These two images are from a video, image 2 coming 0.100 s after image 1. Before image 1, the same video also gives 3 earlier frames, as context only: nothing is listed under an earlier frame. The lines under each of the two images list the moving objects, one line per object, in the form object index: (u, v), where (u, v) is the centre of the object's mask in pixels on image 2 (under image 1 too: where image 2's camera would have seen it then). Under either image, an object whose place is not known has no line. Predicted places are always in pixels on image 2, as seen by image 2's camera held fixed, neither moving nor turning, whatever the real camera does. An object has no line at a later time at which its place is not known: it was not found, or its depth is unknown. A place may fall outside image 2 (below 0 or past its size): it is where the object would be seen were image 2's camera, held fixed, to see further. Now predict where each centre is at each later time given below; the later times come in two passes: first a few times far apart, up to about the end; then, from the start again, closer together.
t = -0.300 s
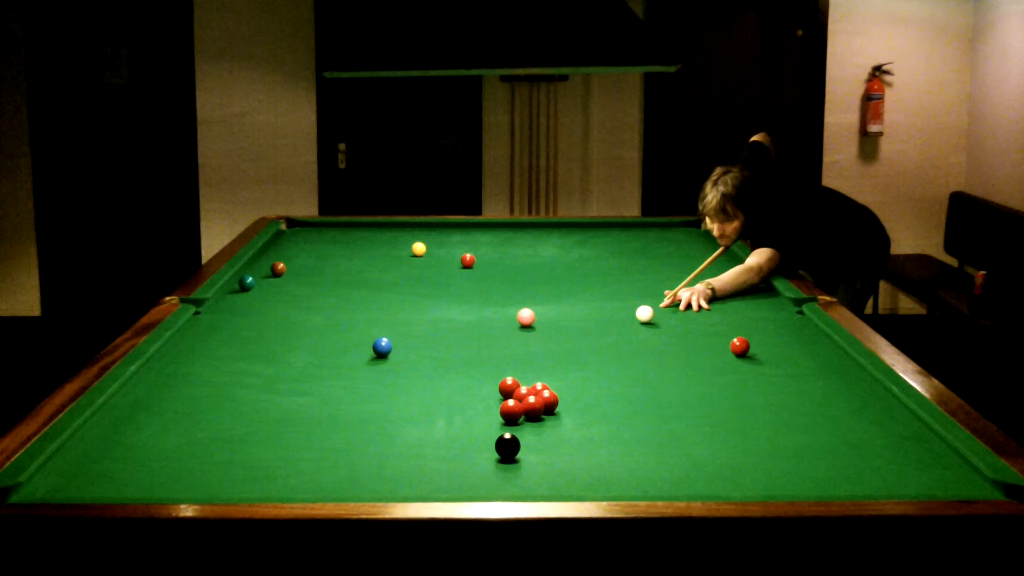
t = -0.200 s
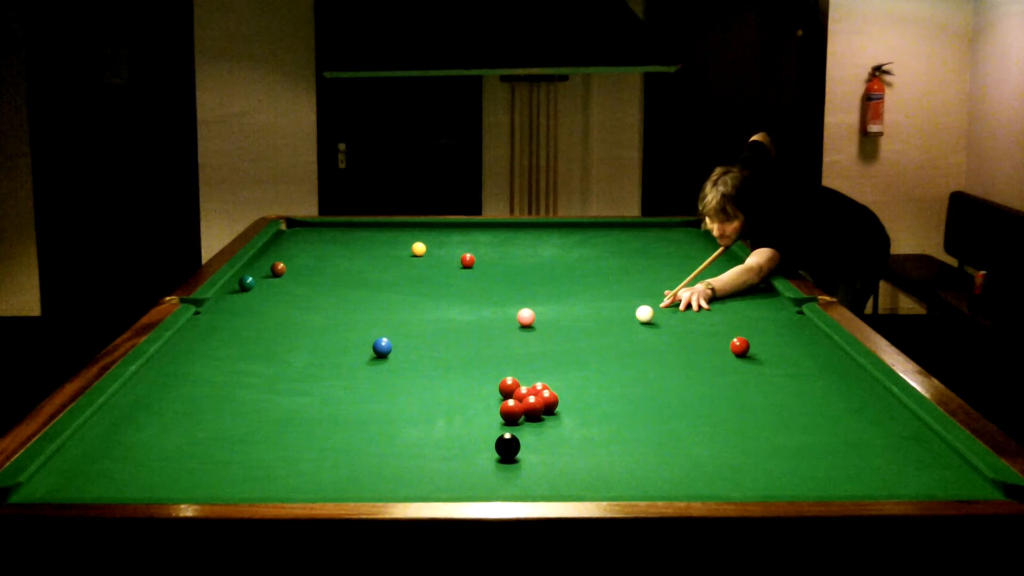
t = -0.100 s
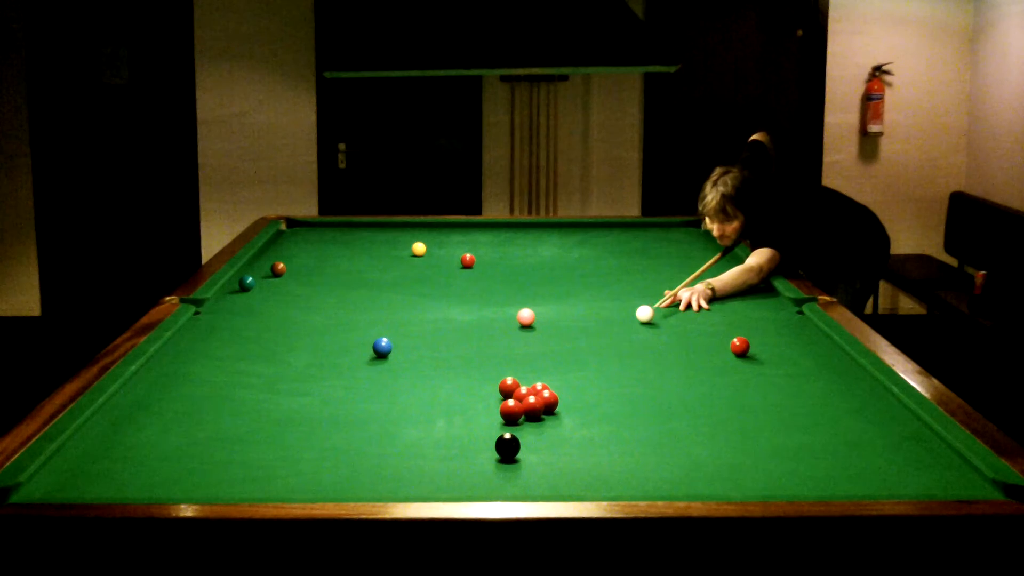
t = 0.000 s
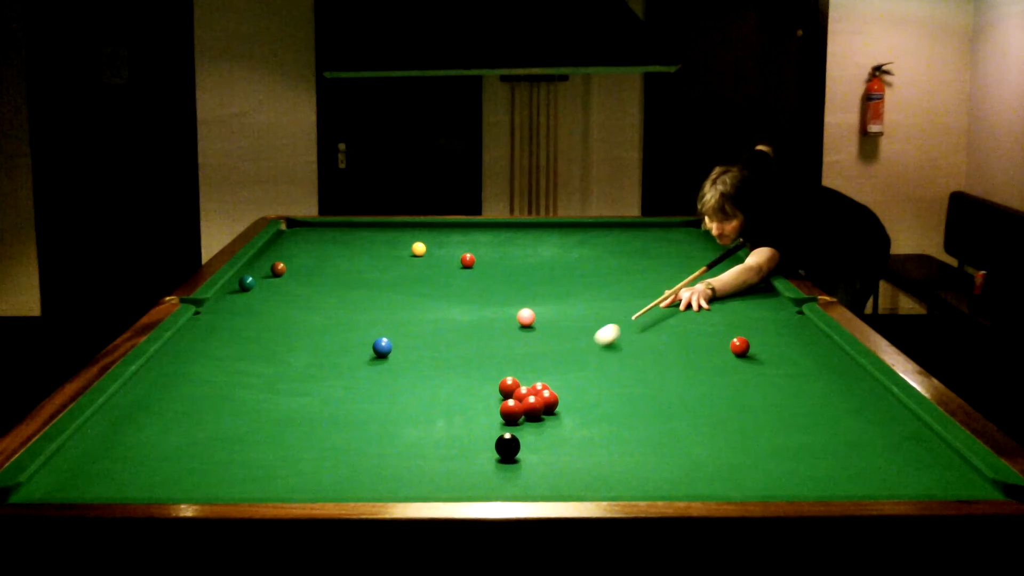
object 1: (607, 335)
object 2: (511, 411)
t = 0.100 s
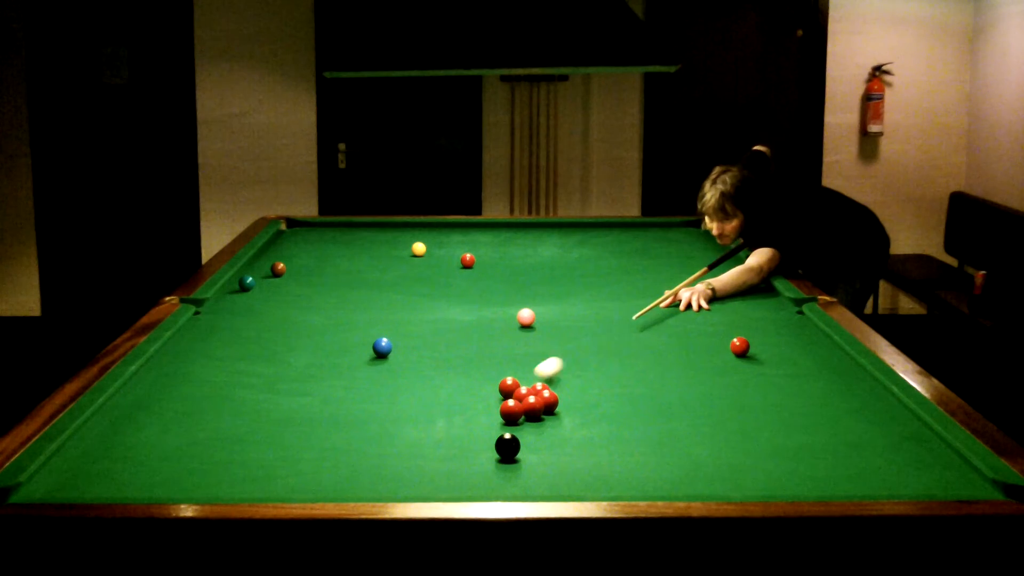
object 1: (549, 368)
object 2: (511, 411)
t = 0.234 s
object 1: (560, 383)
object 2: (511, 411)
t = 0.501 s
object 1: (619, 395)
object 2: (492, 417)
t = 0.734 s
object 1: (668, 404)
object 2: (480, 423)
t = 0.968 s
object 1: (718, 412)
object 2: (468, 429)
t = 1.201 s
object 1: (767, 421)
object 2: (457, 435)
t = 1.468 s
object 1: (822, 430)
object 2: (447, 440)
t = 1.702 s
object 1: (870, 438)
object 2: (439, 444)
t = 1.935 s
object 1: (917, 446)
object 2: (432, 447)
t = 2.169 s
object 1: (939, 452)
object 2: (426, 449)
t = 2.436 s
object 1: (919, 458)
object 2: (420, 451)
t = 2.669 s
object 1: (904, 462)
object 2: (418, 451)
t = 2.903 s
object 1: (889, 466)
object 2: (417, 451)
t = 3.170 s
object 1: (875, 470)
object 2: (417, 451)
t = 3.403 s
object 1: (864, 472)
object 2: (417, 451)
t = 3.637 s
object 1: (854, 475)
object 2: (417, 451)
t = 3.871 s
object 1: (846, 476)
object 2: (417, 451)
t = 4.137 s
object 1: (840, 477)
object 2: (417, 451)
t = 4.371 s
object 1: (836, 478)
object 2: (417, 451)
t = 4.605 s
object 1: (835, 478)
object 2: (417, 451)
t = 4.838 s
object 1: (836, 478)
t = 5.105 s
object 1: (835, 478)
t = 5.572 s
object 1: (835, 478)
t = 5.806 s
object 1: (836, 478)
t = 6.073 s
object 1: (836, 478)
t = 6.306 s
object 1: (835, 478)
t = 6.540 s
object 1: (836, 478)
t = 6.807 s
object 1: (835, 478)
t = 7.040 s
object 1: (836, 478)
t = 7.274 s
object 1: (836, 478)
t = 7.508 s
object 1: (836, 478)
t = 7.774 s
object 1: (836, 478)
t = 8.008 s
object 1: (836, 478)
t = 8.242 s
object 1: (836, 478)
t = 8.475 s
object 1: (836, 478)
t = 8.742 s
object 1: (836, 478)
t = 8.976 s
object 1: (836, 478)
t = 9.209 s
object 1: (836, 478)
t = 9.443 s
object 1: (836, 478)
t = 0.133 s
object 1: (530, 378)
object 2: (511, 411)
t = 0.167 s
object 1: (536, 381)
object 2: (511, 411)
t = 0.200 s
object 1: (548, 383)
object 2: (511, 411)
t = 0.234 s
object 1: (560, 383)
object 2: (511, 411)
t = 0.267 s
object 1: (570, 386)
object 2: (508, 411)
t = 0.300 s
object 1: (578, 387)
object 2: (505, 411)
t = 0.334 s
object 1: (586, 389)
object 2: (502, 412)
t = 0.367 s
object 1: (593, 390)
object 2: (500, 412)
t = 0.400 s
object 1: (599, 391)
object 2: (498, 413)
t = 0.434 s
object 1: (605, 393)
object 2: (496, 414)
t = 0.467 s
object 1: (612, 394)
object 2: (494, 415)
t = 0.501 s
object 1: (619, 395)
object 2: (492, 417)
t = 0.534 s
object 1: (626, 397)
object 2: (491, 418)
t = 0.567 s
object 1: (633, 398)
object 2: (489, 419)
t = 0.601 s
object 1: (640, 399)
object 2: (487, 419)
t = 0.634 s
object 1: (647, 400)
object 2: (485, 421)
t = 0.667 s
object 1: (654, 402)
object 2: (483, 421)
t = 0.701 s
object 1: (661, 403)
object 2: (481, 422)
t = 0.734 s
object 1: (668, 404)
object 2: (480, 423)
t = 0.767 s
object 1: (675, 405)
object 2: (478, 424)
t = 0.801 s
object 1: (682, 406)
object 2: (476, 425)
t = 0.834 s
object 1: (689, 407)
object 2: (474, 426)
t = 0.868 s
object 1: (696, 409)
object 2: (472, 427)
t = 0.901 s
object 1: (704, 410)
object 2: (471, 427)
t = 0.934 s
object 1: (711, 411)
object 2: (469, 428)
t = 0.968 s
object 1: (718, 412)
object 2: (468, 429)
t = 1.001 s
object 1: (725, 414)
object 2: (466, 430)
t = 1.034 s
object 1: (732, 415)
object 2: (464, 431)
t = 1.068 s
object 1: (738, 416)
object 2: (463, 431)
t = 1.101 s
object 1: (745, 417)
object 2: (461, 432)
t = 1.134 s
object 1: (753, 418)
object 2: (460, 433)
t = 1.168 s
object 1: (760, 419)
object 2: (459, 434)
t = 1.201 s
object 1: (767, 421)
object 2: (457, 435)
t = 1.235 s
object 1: (774, 422)
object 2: (456, 435)
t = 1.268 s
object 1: (781, 423)
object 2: (455, 436)
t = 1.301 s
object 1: (788, 424)
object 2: (453, 436)
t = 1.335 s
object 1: (794, 425)
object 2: (452, 437)
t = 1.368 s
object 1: (801, 426)
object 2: (451, 438)
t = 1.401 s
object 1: (809, 428)
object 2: (449, 439)
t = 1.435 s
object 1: (815, 429)
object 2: (448, 439)
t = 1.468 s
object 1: (822, 430)
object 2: (447, 440)
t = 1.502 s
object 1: (829, 431)
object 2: (446, 440)
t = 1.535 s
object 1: (836, 432)
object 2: (445, 441)
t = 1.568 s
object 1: (843, 433)
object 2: (443, 442)
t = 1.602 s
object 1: (850, 434)
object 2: (442, 442)
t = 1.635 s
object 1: (857, 436)
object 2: (441, 443)
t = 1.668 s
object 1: (864, 437)
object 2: (440, 443)
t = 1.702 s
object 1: (870, 438)
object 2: (439, 444)
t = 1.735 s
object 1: (877, 439)
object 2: (438, 444)
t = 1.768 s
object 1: (884, 440)
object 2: (437, 445)
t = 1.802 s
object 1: (890, 441)
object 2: (436, 445)
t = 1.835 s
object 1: (897, 442)
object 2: (435, 446)
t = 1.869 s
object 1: (904, 443)
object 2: (434, 446)
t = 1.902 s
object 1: (910, 444)
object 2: (433, 446)
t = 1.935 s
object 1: (917, 446)
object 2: (432, 447)
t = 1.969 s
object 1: (923, 447)
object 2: (431, 447)
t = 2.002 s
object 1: (929, 447)
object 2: (430, 447)
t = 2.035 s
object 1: (936, 448)
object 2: (429, 448)
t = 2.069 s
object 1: (942, 450)
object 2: (428, 448)
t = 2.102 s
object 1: (944, 451)
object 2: (427, 449)
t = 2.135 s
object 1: (942, 452)
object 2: (427, 449)
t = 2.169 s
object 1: (939, 452)
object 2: (426, 449)
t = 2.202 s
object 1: (937, 453)
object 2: (425, 449)
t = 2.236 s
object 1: (934, 454)
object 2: (425, 450)
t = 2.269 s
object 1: (931, 454)
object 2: (424, 450)
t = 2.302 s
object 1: (929, 455)
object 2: (423, 450)
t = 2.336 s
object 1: (927, 456)
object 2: (423, 450)
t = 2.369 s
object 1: (925, 457)
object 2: (422, 450)
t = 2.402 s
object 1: (922, 457)
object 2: (421, 450)
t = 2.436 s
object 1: (919, 458)
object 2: (420, 451)
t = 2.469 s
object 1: (917, 459)
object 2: (420, 451)
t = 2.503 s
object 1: (915, 459)
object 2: (419, 451)
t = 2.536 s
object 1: (913, 460)
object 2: (419, 451)
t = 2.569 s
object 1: (911, 460)
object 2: (419, 451)
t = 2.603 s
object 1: (908, 461)
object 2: (418, 451)
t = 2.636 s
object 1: (906, 461)
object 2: (418, 451)
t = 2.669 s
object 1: (904, 462)
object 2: (418, 451)
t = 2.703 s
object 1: (902, 463)
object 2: (418, 451)
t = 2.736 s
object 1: (900, 463)
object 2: (417, 451)
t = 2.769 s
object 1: (898, 465)
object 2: (417, 451)
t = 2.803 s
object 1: (896, 465)
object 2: (417, 451)
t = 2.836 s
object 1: (893, 465)
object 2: (417, 451)
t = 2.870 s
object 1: (891, 466)
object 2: (417, 451)
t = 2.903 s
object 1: (889, 466)
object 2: (417, 451)
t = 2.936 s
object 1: (888, 467)
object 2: (417, 451)
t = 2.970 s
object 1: (886, 467)
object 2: (417, 451)
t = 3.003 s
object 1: (884, 467)
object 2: (417, 451)
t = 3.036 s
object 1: (882, 468)
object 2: (417, 451)
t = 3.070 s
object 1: (880, 468)
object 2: (417, 451)
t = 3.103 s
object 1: (878, 469)
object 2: (417, 451)
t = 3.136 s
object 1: (877, 469)
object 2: (417, 451)
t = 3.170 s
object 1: (875, 470)
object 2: (417, 451)
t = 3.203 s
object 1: (873, 470)
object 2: (417, 451)
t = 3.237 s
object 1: (871, 471)
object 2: (417, 451)
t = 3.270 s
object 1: (870, 471)
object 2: (417, 451)
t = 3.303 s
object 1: (868, 471)
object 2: (417, 451)
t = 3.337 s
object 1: (867, 472)
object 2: (417, 451)
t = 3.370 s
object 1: (865, 472)
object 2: (417, 451)
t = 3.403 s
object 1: (864, 472)
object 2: (417, 451)
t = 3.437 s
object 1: (862, 473)
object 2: (417, 451)
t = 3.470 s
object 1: (861, 473)
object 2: (417, 451)
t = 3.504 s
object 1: (859, 473)
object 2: (417, 451)
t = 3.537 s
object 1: (858, 474)
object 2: (417, 451)
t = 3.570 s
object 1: (856, 474)
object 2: (417, 451)
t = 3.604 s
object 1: (855, 474)
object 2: (417, 451)
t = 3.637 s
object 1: (854, 475)
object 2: (417, 451)
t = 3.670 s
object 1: (852, 475)
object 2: (417, 451)
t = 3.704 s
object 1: (851, 475)
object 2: (417, 451)
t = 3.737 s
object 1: (850, 475)
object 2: (417, 451)
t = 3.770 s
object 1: (849, 475)
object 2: (417, 451)
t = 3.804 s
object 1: (848, 476)
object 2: (417, 451)
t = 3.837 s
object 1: (847, 476)
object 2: (417, 451)
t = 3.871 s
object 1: (846, 476)
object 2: (417, 451)
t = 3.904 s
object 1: (845, 476)
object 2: (417, 451)
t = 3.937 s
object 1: (844, 476)
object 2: (417, 451)
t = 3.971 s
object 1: (843, 477)
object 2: (417, 451)
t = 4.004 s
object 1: (843, 477)
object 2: (417, 451)
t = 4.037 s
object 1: (842, 477)
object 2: (417, 451)
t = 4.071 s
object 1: (841, 477)
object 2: (417, 451)
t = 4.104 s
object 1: (840, 477)
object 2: (417, 451)
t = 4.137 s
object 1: (840, 477)
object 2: (417, 451)
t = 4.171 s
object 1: (839, 477)
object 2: (417, 451)
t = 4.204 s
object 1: (839, 478)
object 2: (417, 451)
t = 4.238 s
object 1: (838, 478)
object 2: (417, 451)
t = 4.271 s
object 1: (838, 477)
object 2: (417, 451)
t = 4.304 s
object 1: (837, 478)
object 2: (417, 451)
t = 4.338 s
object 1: (836, 478)
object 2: (417, 451)
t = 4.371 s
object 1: (836, 478)
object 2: (417, 451)
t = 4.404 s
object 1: (836, 478)
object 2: (417, 451)
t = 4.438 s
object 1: (836, 478)
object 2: (417, 451)
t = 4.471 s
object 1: (835, 478)
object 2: (417, 451)
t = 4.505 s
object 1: (835, 478)
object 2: (417, 451)
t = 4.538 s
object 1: (835, 478)
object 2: (417, 451)
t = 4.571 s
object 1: (835, 478)
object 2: (417, 451)
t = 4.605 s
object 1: (835, 478)
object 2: (417, 451)
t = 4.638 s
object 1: (835, 478)
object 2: (417, 451)
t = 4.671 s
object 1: (836, 478)
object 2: (417, 451)
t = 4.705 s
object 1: (835, 478)
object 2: (417, 451)
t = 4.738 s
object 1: (835, 478)
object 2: (417, 451)
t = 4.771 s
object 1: (835, 478)
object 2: (417, 451)
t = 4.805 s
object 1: (835, 478)
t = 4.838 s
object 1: (836, 478)
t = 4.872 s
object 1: (836, 478)
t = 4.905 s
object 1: (836, 478)
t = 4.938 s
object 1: (836, 478)
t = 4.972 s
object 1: (836, 478)
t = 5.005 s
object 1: (836, 478)
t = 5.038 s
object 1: (836, 478)
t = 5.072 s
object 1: (835, 478)
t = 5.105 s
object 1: (835, 478)
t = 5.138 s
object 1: (837, 475)
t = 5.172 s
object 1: (836, 471)
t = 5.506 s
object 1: (827, 475)
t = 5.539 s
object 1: (835, 478)
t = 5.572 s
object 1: (835, 478)
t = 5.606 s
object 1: (835, 478)
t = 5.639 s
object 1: (835, 478)
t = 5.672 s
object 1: (835, 477)
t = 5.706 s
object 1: (835, 478)
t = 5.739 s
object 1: (836, 478)
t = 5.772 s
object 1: (835, 478)
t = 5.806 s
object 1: (836, 478)
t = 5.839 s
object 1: (836, 478)
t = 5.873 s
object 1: (836, 478)
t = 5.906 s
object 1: (836, 478)
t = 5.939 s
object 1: (836, 478)
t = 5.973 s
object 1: (836, 478)
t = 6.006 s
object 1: (836, 478)
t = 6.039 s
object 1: (836, 478)
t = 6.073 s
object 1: (836, 478)
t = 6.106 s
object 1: (836, 478)
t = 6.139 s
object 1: (836, 478)
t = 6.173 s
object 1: (836, 478)
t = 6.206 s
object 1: (836, 478)
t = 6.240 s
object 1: (836, 478)
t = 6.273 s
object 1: (836, 478)
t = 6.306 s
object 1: (835, 478)
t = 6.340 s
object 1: (835, 478)
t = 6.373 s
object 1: (835, 478)
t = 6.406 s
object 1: (836, 478)
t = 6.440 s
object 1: (835, 478)
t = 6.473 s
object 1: (836, 478)
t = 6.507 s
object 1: (836, 478)
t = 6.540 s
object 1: (836, 478)
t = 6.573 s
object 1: (836, 478)
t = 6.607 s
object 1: (836, 478)
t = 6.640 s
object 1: (836, 478)
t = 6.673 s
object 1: (836, 478)
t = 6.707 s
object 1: (835, 478)
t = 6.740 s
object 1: (835, 478)
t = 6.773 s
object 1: (836, 478)
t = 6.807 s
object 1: (835, 478)
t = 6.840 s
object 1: (836, 478)
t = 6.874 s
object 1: (836, 478)
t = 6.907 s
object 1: (836, 478)
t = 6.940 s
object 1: (836, 478)
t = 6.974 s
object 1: (836, 478)
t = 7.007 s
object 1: (836, 478)
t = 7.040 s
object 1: (836, 478)
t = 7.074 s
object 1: (836, 478)
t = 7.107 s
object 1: (836, 478)
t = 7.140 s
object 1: (836, 478)
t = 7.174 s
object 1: (836, 478)
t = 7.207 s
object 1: (836, 478)
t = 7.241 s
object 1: (836, 478)
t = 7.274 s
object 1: (836, 478)
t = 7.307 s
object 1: (836, 478)
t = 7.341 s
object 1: (836, 478)
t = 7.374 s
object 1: (836, 478)
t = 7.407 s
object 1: (836, 478)
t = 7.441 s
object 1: (836, 478)
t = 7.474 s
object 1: (836, 478)
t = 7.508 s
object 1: (836, 478)
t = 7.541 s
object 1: (836, 478)
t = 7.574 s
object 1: (836, 478)
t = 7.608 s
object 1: (836, 478)
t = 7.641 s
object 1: (835, 478)
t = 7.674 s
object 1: (836, 478)
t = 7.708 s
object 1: (835, 478)
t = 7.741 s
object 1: (835, 478)
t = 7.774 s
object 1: (836, 478)
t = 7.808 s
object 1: (836, 478)
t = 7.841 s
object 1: (835, 478)
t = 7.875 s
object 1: (835, 478)
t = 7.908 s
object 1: (836, 478)
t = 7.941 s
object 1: (836, 478)
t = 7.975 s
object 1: (836, 478)
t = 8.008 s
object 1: (836, 478)
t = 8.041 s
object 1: (836, 478)
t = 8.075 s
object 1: (836, 478)
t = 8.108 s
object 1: (836, 478)
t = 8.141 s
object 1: (836, 478)
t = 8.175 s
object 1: (836, 478)
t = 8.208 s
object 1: (836, 478)
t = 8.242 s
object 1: (836, 478)
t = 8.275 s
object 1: (836, 478)
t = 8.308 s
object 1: (836, 478)
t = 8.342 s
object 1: (836, 478)
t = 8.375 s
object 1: (836, 478)
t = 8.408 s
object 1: (836, 478)
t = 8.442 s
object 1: (836, 478)
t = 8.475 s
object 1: (836, 478)
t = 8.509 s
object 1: (836, 478)
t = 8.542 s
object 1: (836, 478)
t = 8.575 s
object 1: (836, 478)
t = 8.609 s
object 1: (836, 478)
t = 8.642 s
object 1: (836, 478)
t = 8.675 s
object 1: (836, 478)
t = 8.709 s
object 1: (836, 478)
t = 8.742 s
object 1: (836, 478)
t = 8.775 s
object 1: (836, 478)
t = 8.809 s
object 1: (836, 478)
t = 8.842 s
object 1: (836, 478)
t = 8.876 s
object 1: (836, 478)
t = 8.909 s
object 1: (836, 478)
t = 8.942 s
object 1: (836, 478)
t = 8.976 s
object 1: (836, 478)
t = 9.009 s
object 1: (836, 478)
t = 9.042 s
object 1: (836, 478)
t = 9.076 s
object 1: (836, 478)
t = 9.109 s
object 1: (836, 478)
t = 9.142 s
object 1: (836, 478)
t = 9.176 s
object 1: (836, 478)
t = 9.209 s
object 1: (836, 478)
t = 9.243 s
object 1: (836, 478)
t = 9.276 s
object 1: (836, 478)
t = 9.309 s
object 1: (836, 478)
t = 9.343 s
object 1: (836, 478)
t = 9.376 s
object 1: (836, 478)
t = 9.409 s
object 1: (835, 478)
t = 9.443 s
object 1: (836, 478)
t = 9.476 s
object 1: (836, 478)
